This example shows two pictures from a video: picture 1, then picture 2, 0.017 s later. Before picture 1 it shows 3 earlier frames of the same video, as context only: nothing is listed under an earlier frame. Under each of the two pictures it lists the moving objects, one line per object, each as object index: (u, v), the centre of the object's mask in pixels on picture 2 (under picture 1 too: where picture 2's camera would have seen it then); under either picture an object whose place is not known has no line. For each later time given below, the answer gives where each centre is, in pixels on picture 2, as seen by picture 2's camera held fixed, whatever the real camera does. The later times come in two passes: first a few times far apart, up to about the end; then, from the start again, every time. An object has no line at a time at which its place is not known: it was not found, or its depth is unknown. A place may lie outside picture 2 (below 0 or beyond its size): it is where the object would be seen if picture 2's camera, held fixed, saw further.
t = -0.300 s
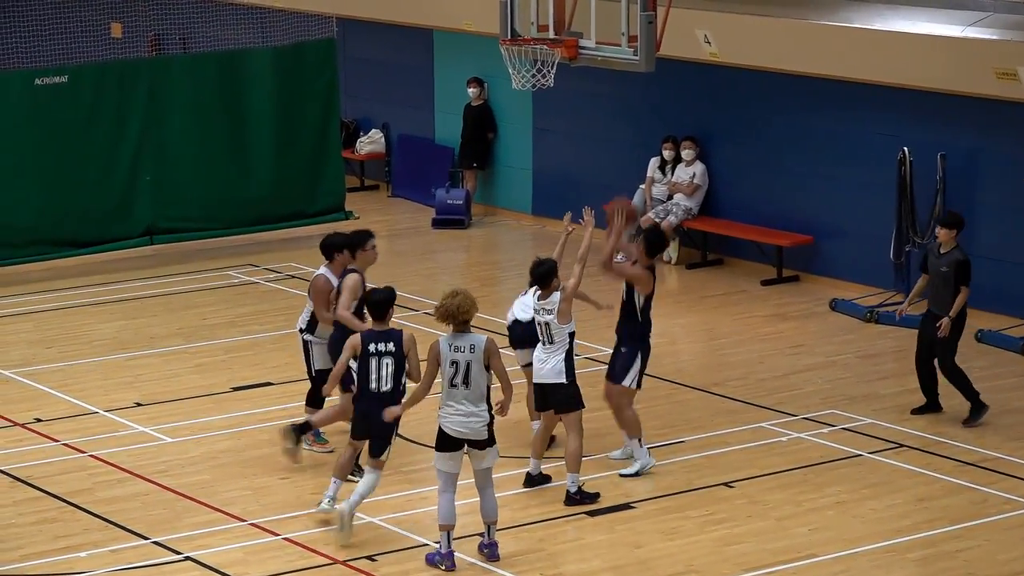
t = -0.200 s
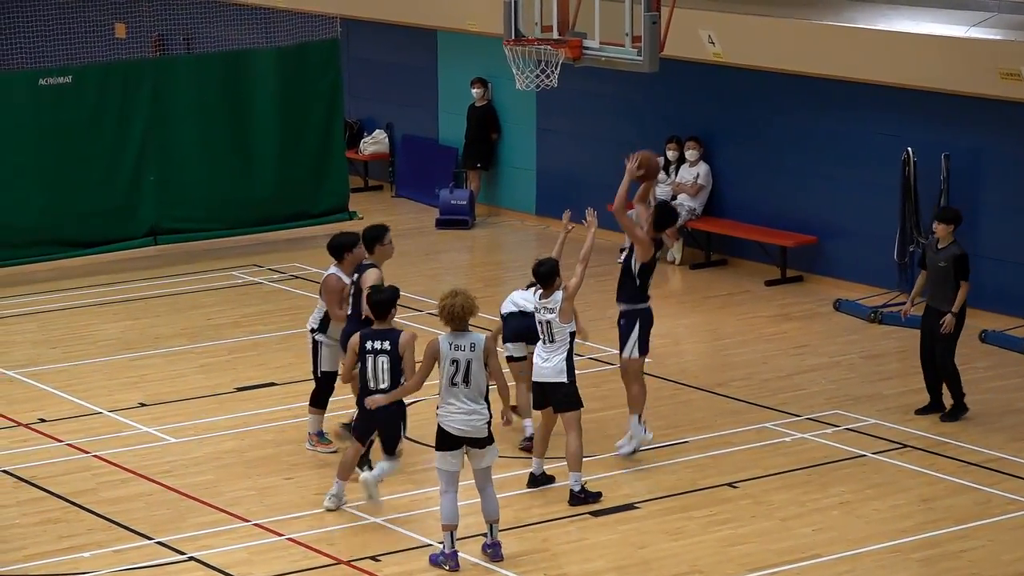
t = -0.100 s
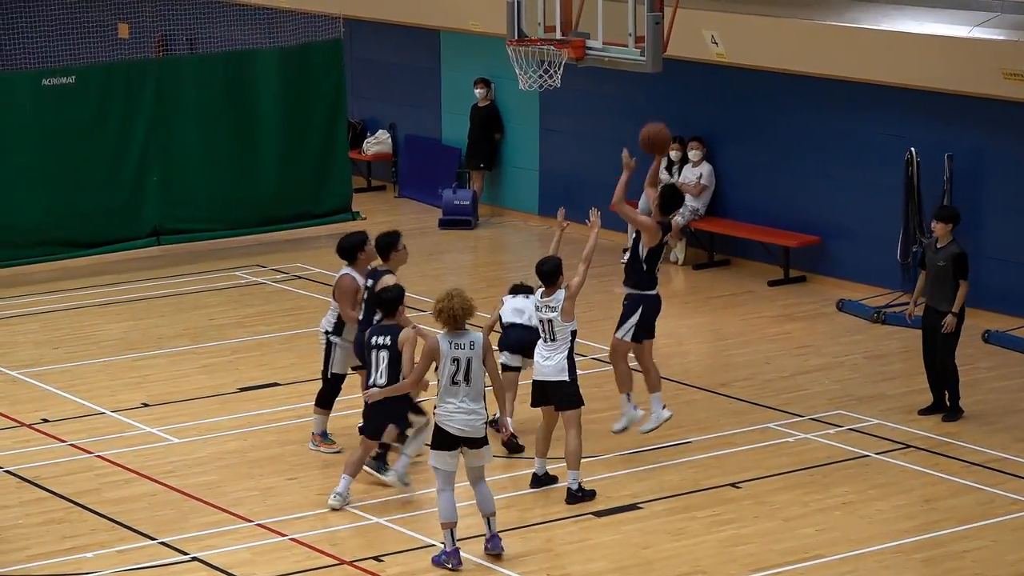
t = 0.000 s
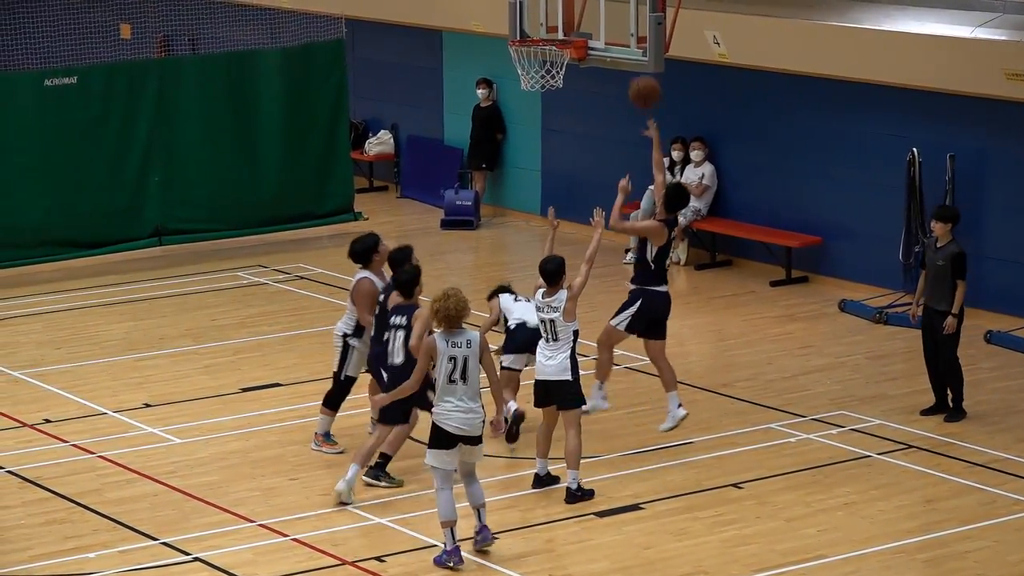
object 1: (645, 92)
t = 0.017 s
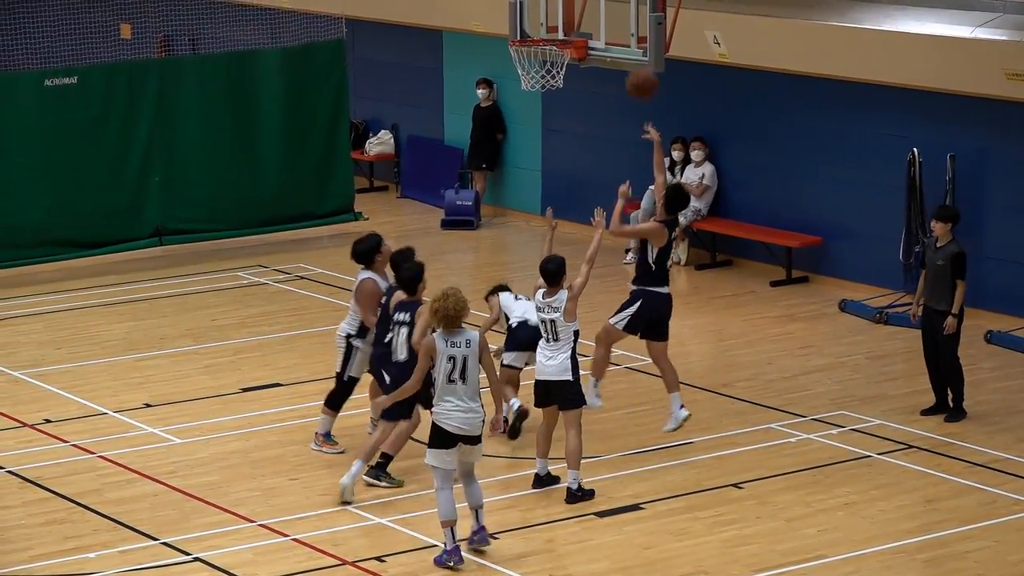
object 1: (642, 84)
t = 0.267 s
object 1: (599, 15)
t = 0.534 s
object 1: (554, 22)
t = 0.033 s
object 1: (638, 78)
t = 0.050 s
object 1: (636, 71)
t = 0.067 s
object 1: (633, 63)
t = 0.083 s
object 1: (631, 58)
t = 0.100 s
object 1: (628, 52)
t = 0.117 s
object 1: (625, 47)
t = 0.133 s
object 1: (622, 41)
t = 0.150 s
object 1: (619, 37)
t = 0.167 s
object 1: (616, 33)
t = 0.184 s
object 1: (613, 29)
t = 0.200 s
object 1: (610, 25)
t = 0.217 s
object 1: (608, 22)
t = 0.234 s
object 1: (605, 19)
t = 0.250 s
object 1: (602, 17)
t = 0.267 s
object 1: (599, 15)
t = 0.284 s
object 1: (596, 13)
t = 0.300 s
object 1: (594, 12)
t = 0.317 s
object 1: (591, 11)
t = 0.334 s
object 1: (589, 11)
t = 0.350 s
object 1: (587, 11)
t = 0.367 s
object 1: (583, 10)
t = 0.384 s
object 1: (580, 10)
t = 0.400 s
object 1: (576, 11)
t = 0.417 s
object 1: (574, 12)
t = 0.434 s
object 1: (571, 13)
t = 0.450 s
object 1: (567, 15)
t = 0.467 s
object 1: (564, 17)
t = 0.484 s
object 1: (562, 19)
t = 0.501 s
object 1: (557, 22)
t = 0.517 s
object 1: (557, 25)
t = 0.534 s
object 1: (554, 22)
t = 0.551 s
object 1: (553, 20)
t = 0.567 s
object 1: (551, 18)
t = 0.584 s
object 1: (549, 17)
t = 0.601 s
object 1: (548, 15)
